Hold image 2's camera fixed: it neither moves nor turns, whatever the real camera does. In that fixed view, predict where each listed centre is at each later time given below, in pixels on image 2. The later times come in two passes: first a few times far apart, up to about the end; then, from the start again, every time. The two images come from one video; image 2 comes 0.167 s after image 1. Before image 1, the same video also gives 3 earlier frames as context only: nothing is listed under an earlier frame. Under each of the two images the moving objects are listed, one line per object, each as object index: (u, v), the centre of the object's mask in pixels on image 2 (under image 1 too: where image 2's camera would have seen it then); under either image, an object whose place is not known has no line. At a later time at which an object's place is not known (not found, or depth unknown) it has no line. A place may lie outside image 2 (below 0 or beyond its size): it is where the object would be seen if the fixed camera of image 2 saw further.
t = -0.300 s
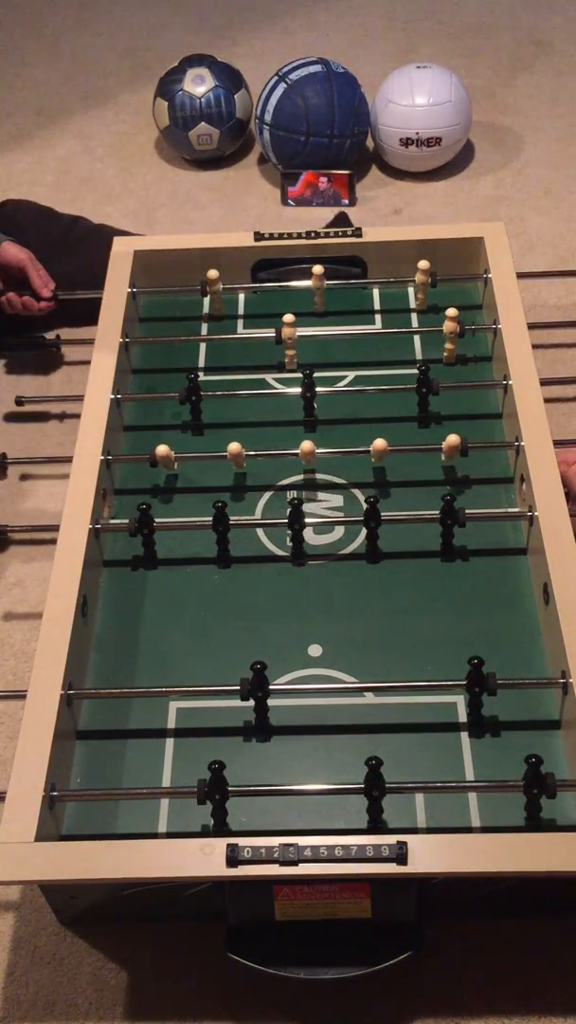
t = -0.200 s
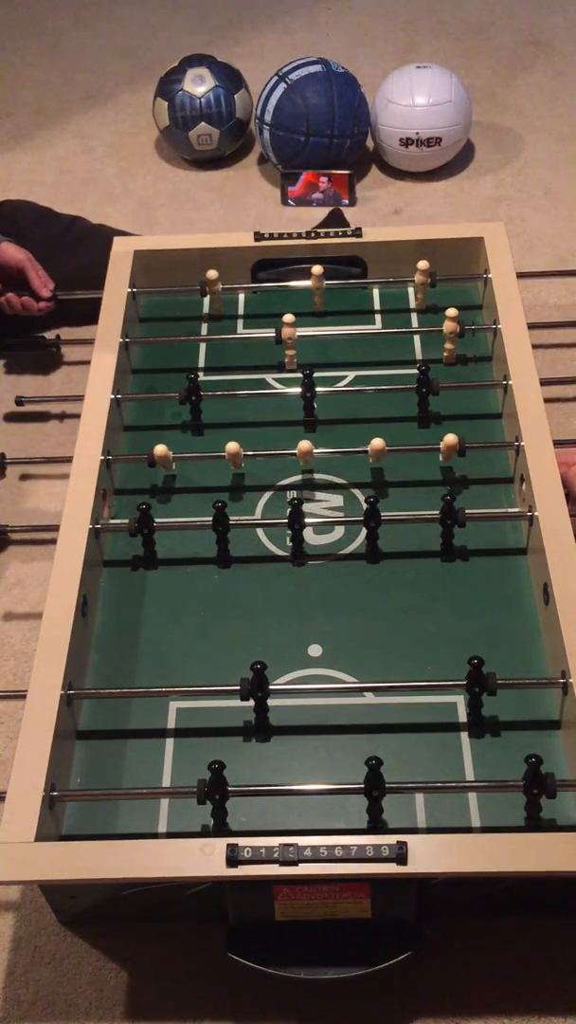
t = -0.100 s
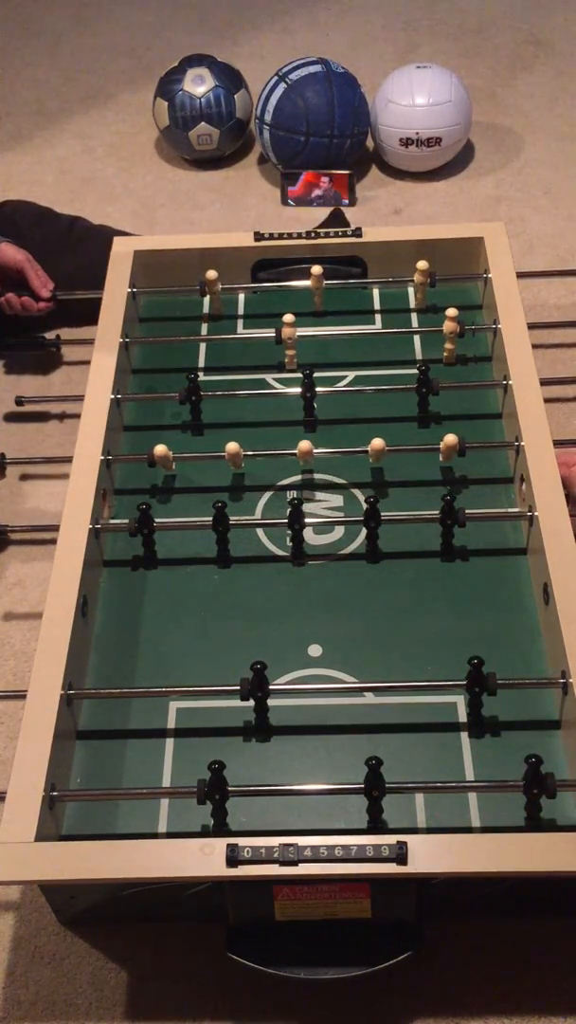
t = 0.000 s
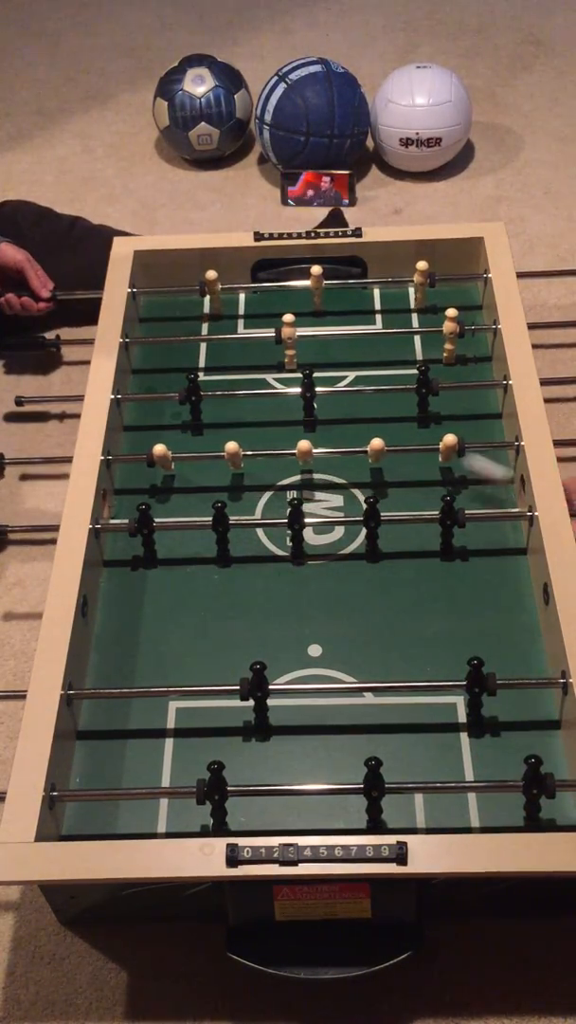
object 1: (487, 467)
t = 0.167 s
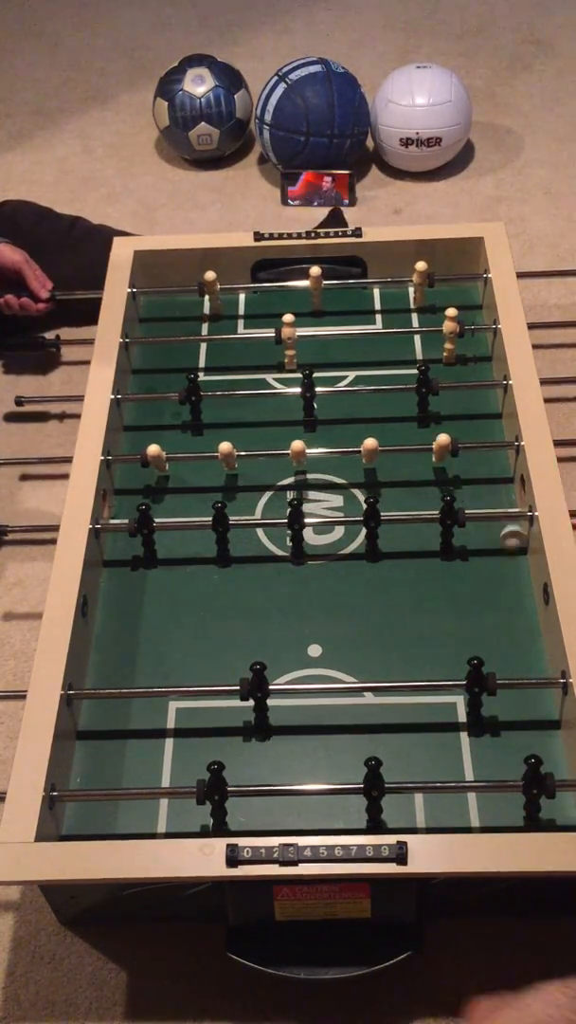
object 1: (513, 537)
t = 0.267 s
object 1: (499, 568)
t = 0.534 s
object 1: (520, 607)
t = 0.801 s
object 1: (520, 610)
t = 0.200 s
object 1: (506, 550)
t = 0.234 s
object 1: (502, 559)
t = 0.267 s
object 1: (499, 568)
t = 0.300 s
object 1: (498, 576)
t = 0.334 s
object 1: (499, 583)
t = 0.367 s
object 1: (501, 589)
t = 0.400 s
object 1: (506, 594)
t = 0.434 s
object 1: (512, 599)
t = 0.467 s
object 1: (520, 602)
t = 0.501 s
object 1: (525, 604)
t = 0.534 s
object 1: (520, 607)
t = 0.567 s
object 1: (517, 609)
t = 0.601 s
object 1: (516, 609)
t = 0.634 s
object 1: (517, 609)
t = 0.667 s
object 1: (518, 609)
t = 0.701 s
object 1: (518, 609)
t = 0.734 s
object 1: (519, 610)
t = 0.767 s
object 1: (520, 610)
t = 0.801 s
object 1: (520, 610)
